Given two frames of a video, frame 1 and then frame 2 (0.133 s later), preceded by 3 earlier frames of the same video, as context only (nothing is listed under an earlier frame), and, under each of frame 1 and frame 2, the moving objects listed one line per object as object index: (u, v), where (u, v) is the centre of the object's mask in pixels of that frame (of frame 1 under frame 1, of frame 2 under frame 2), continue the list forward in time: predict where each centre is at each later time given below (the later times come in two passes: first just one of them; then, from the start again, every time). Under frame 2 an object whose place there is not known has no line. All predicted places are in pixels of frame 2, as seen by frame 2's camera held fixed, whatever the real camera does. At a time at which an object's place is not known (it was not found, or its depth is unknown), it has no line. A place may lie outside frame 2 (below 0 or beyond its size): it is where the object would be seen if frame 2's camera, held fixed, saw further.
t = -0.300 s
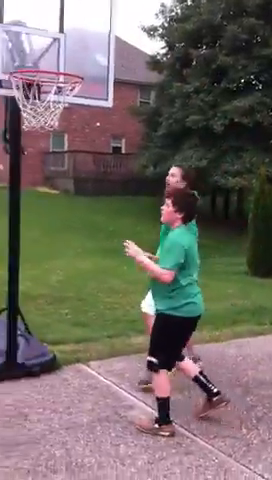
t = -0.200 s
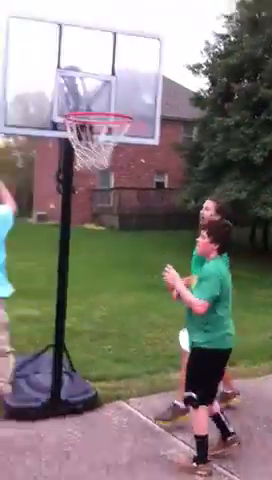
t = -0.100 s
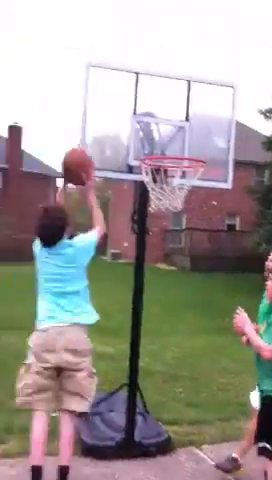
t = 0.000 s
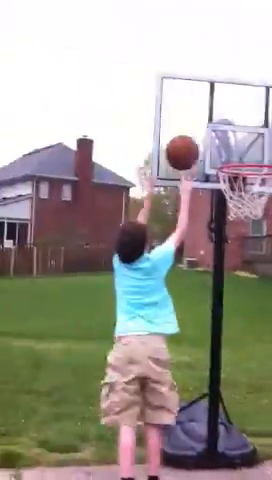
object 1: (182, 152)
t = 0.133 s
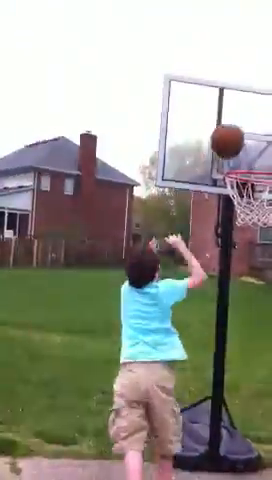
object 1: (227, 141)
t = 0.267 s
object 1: (255, 146)
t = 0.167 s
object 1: (237, 140)
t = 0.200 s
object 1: (245, 141)
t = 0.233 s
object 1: (250, 144)
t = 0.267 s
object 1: (255, 146)
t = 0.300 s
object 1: (262, 150)
